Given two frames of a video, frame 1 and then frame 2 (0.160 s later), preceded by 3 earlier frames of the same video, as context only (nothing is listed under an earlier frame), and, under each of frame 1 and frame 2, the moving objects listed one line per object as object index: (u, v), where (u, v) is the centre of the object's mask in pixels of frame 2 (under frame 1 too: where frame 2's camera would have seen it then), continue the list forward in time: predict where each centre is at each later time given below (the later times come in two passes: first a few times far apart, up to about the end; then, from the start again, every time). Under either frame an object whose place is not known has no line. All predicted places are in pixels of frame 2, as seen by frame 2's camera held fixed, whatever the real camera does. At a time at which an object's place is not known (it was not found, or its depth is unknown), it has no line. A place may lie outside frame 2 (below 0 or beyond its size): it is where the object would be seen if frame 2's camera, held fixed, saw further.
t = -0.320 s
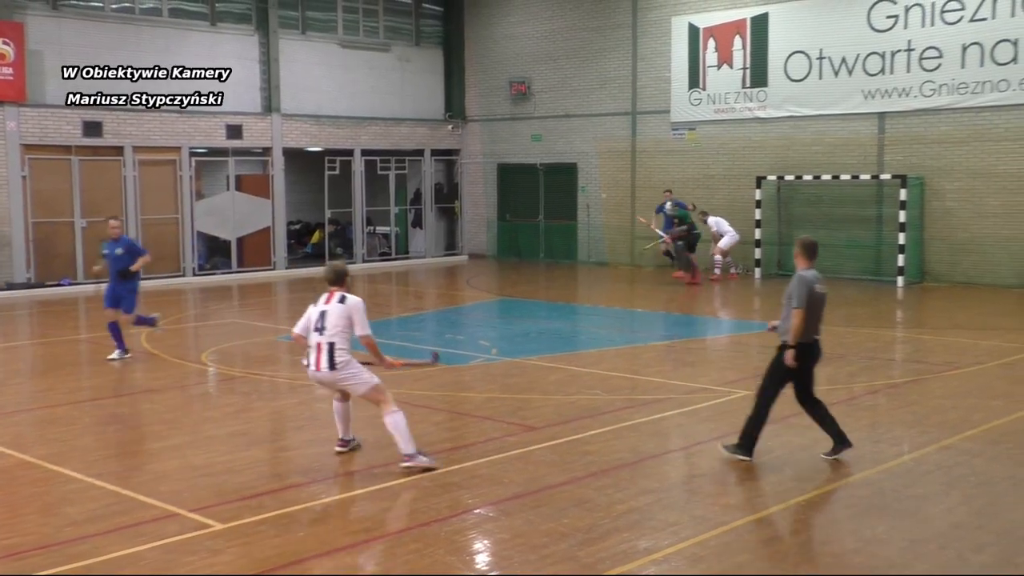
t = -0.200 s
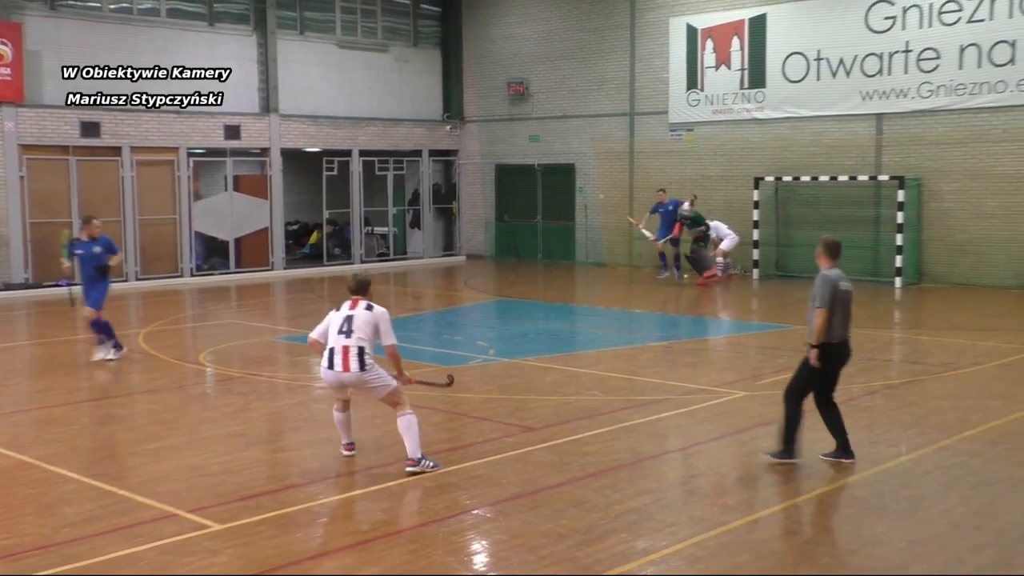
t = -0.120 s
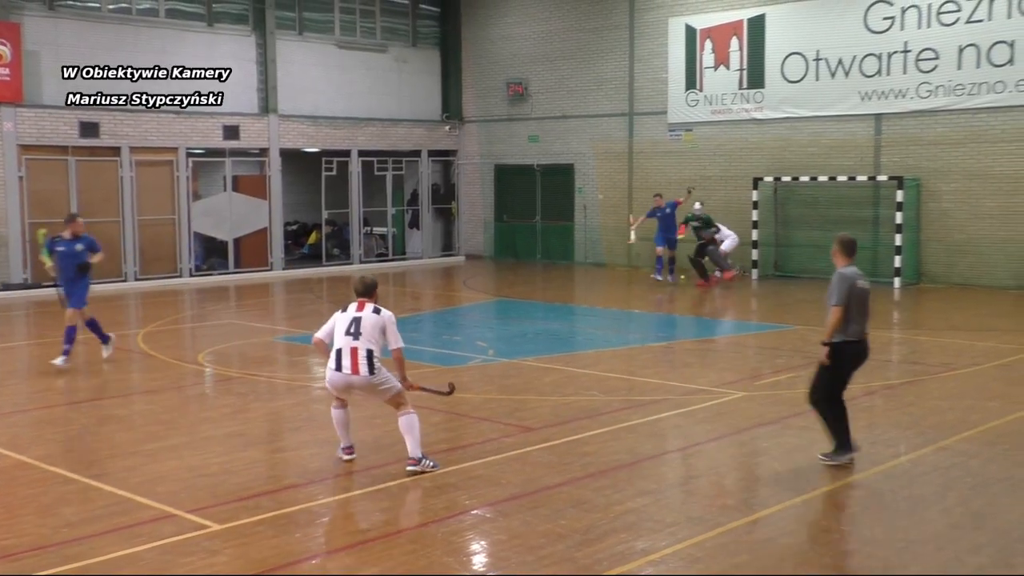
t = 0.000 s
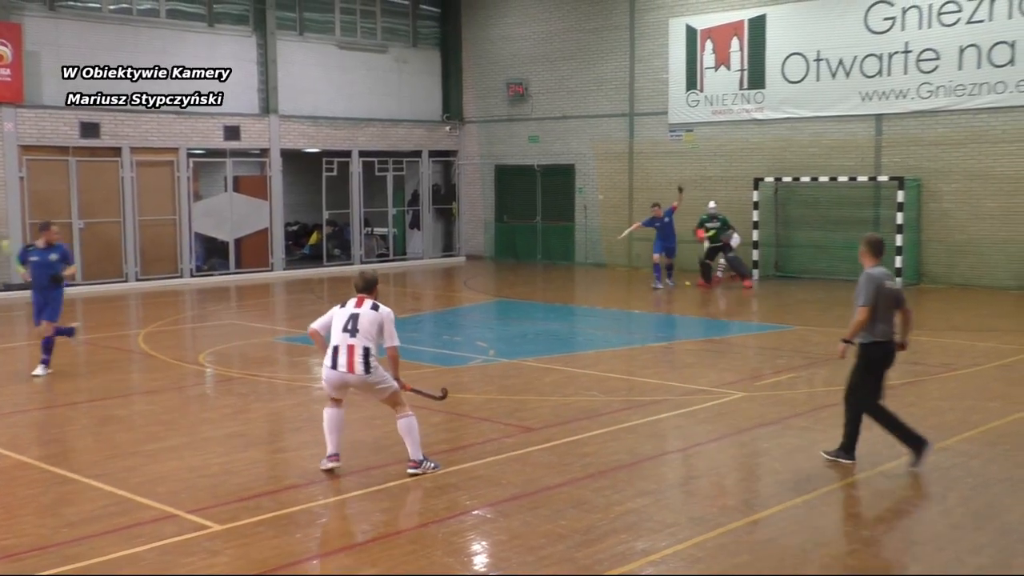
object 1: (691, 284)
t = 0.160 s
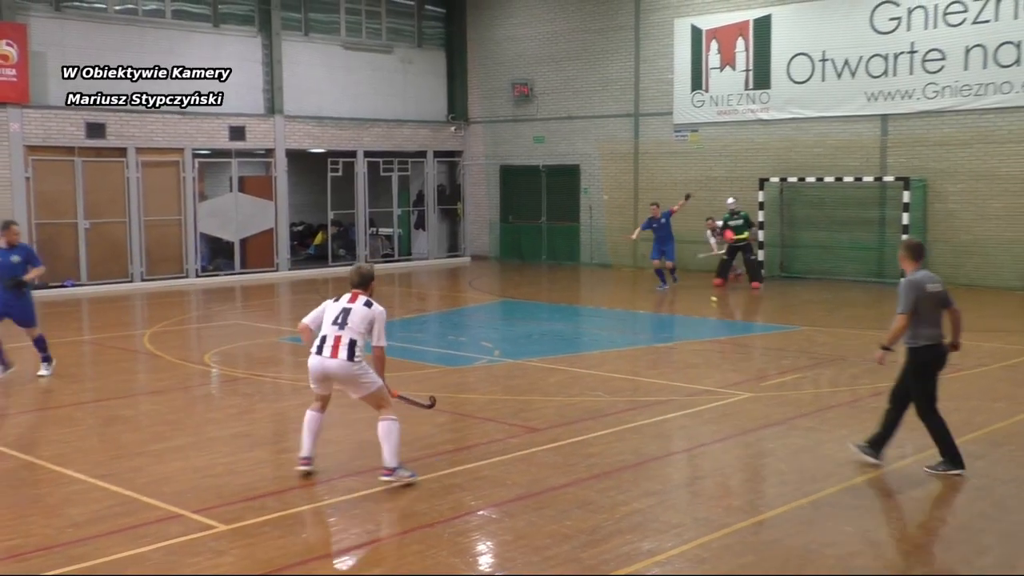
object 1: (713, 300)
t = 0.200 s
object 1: (720, 303)
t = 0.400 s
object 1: (757, 327)
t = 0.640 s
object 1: (819, 371)
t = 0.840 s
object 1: (902, 427)
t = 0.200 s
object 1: (720, 303)
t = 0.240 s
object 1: (727, 309)
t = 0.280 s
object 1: (734, 314)
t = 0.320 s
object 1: (741, 317)
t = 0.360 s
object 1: (748, 321)
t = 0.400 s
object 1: (757, 327)
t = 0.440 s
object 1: (764, 336)
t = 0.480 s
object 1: (774, 341)
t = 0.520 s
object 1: (784, 348)
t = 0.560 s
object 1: (795, 355)
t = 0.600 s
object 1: (807, 362)
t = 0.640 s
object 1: (819, 371)
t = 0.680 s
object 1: (833, 381)
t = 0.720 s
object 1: (848, 391)
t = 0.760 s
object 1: (864, 401)
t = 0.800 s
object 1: (883, 413)
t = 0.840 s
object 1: (902, 427)
